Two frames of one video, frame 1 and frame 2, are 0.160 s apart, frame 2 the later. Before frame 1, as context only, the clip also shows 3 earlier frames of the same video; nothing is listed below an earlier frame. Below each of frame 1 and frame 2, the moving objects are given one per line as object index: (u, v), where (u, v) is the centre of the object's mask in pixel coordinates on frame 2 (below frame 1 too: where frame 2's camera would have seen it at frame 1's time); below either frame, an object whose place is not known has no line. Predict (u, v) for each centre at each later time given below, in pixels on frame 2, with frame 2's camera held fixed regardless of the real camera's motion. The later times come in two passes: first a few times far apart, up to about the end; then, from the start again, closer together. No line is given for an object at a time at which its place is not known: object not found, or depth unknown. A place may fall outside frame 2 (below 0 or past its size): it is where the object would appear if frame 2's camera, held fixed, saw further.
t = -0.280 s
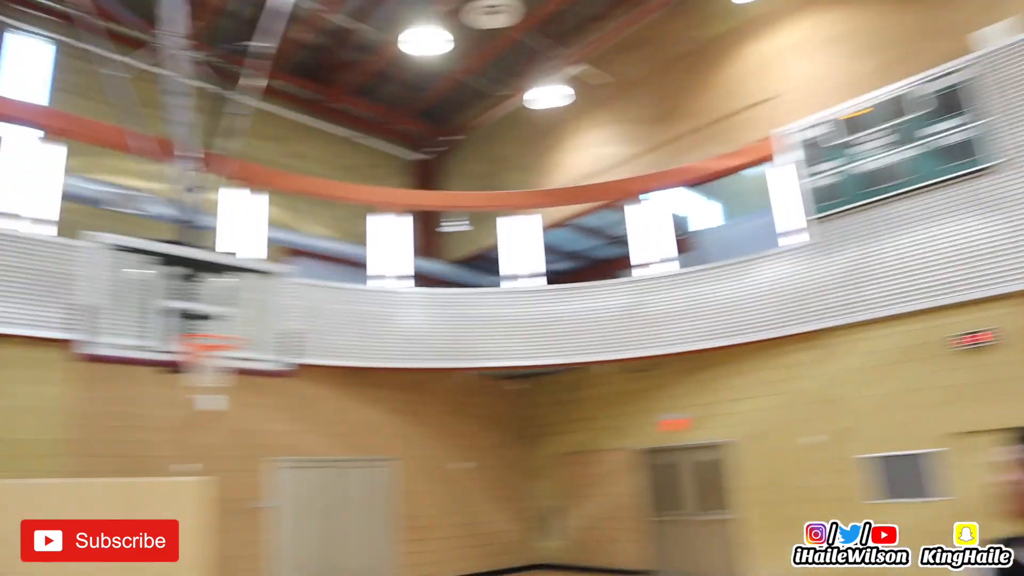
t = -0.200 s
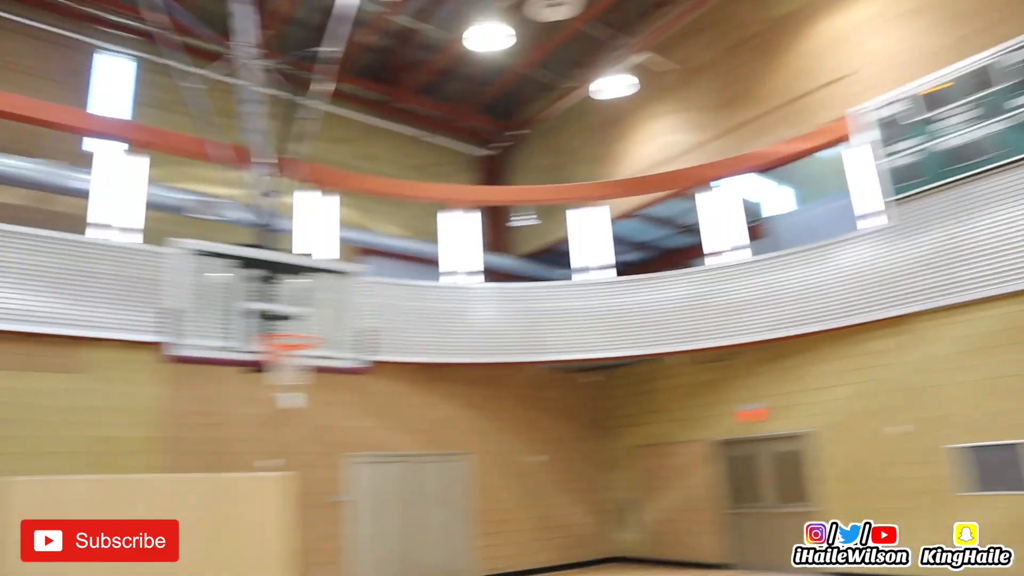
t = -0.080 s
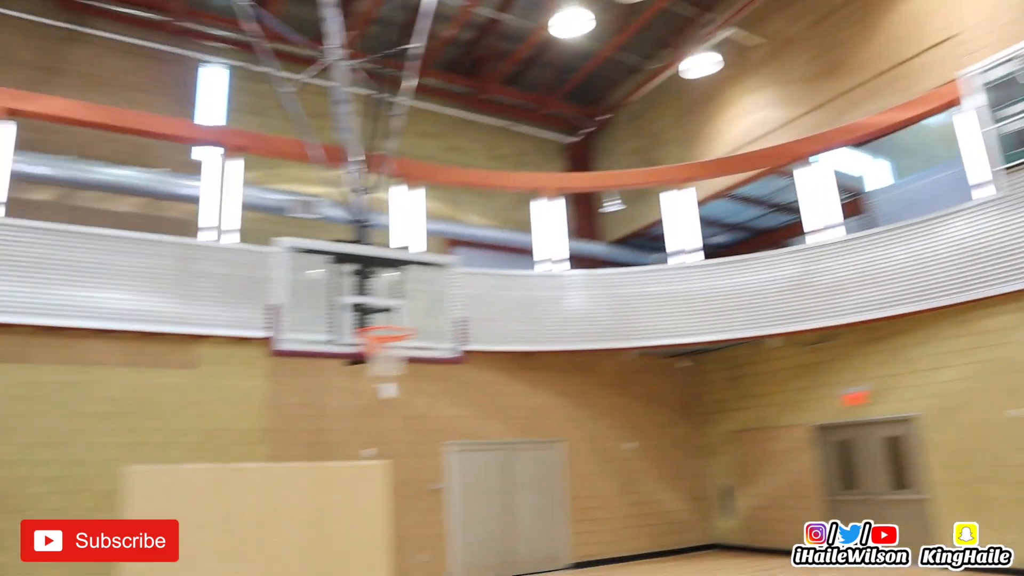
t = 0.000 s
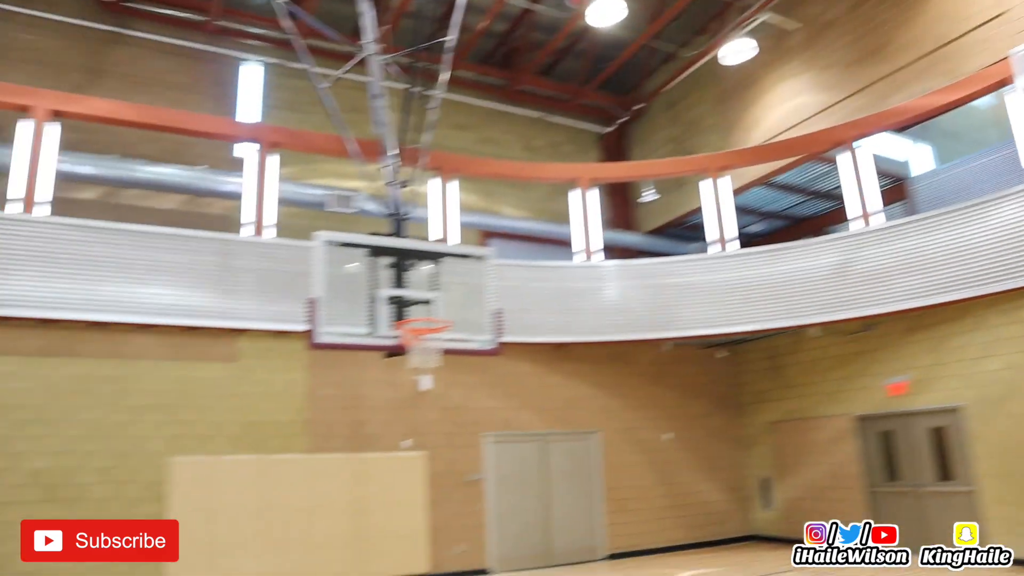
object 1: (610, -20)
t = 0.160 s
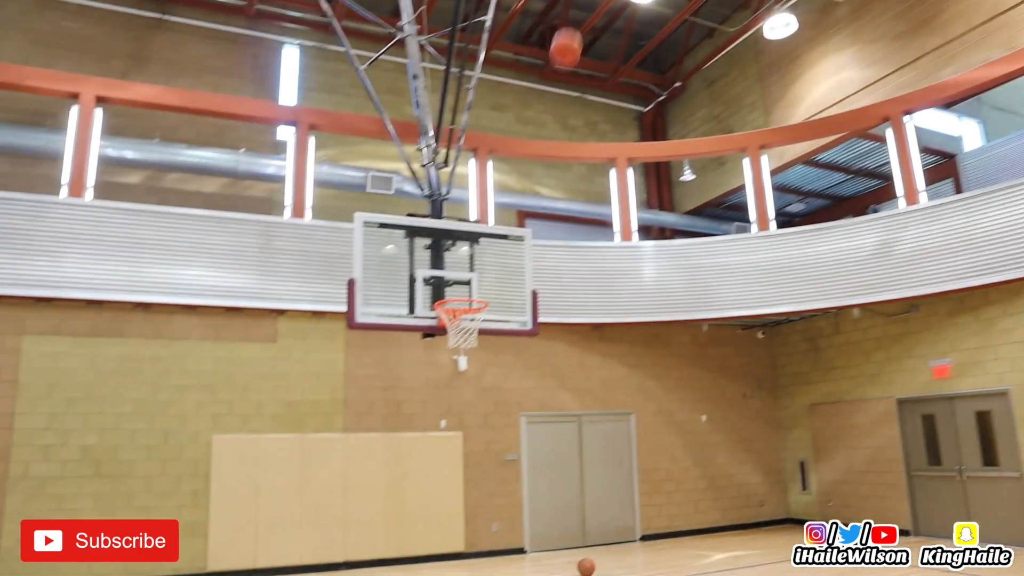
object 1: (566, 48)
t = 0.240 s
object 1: (547, 95)
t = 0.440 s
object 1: (506, 221)
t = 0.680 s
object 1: (522, 295)
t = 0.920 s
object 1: (604, 304)
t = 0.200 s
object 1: (557, 70)
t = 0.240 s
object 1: (547, 95)
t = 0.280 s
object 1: (538, 119)
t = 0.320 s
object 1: (529, 145)
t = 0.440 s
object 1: (506, 221)
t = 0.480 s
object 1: (499, 252)
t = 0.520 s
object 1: (492, 279)
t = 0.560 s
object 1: (491, 298)
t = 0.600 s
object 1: (498, 302)
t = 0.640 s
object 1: (509, 299)
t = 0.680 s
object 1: (522, 295)
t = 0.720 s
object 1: (535, 293)
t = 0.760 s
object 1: (549, 292)
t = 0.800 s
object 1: (562, 292)
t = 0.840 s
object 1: (576, 295)
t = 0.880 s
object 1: (590, 299)
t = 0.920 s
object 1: (604, 304)
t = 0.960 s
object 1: (619, 312)
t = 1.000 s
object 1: (632, 323)
